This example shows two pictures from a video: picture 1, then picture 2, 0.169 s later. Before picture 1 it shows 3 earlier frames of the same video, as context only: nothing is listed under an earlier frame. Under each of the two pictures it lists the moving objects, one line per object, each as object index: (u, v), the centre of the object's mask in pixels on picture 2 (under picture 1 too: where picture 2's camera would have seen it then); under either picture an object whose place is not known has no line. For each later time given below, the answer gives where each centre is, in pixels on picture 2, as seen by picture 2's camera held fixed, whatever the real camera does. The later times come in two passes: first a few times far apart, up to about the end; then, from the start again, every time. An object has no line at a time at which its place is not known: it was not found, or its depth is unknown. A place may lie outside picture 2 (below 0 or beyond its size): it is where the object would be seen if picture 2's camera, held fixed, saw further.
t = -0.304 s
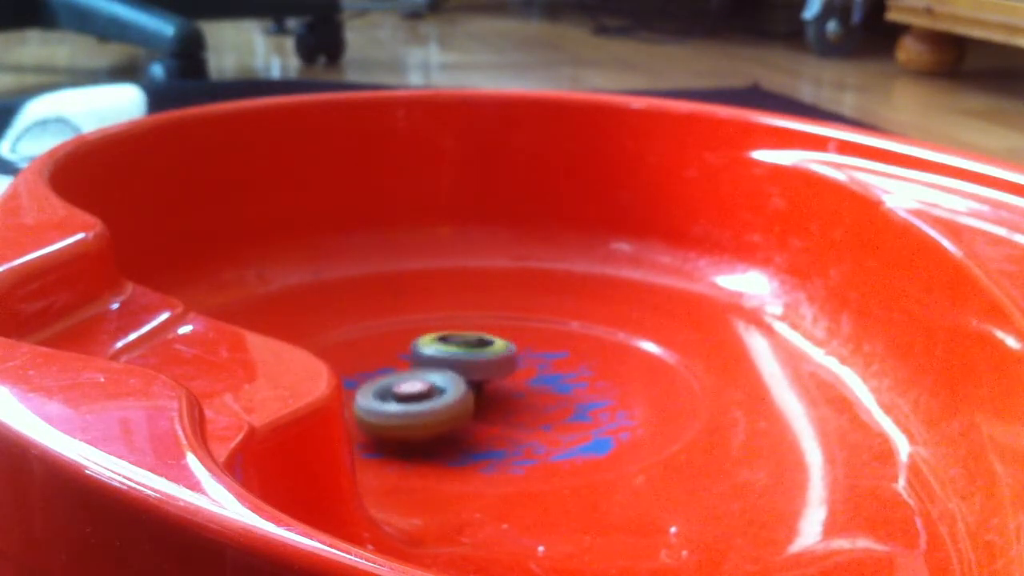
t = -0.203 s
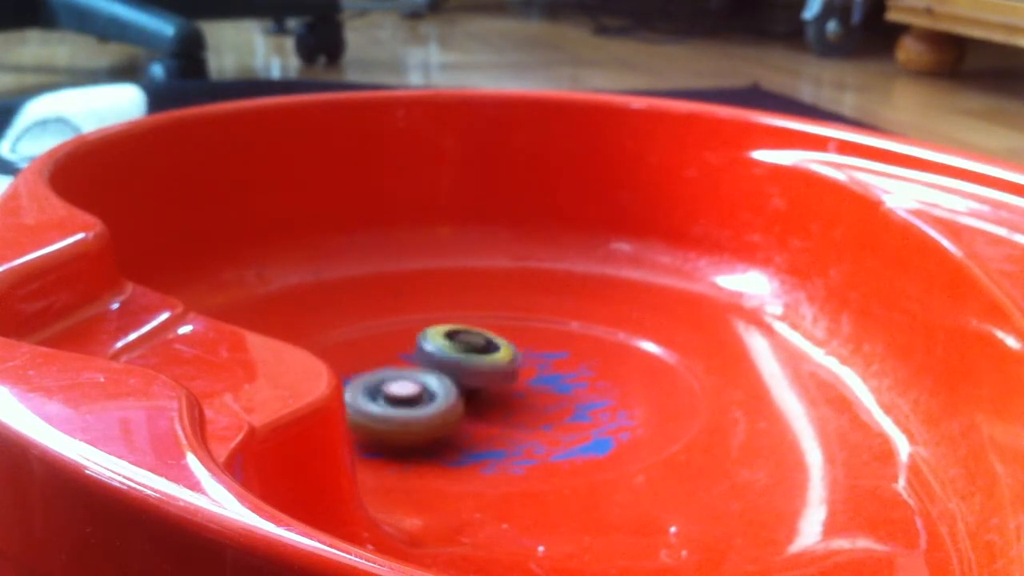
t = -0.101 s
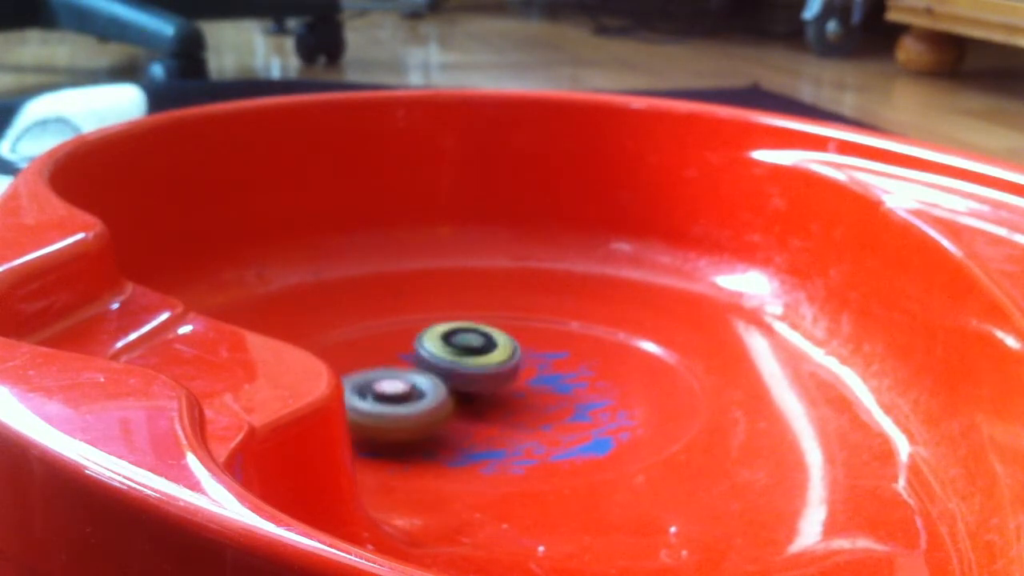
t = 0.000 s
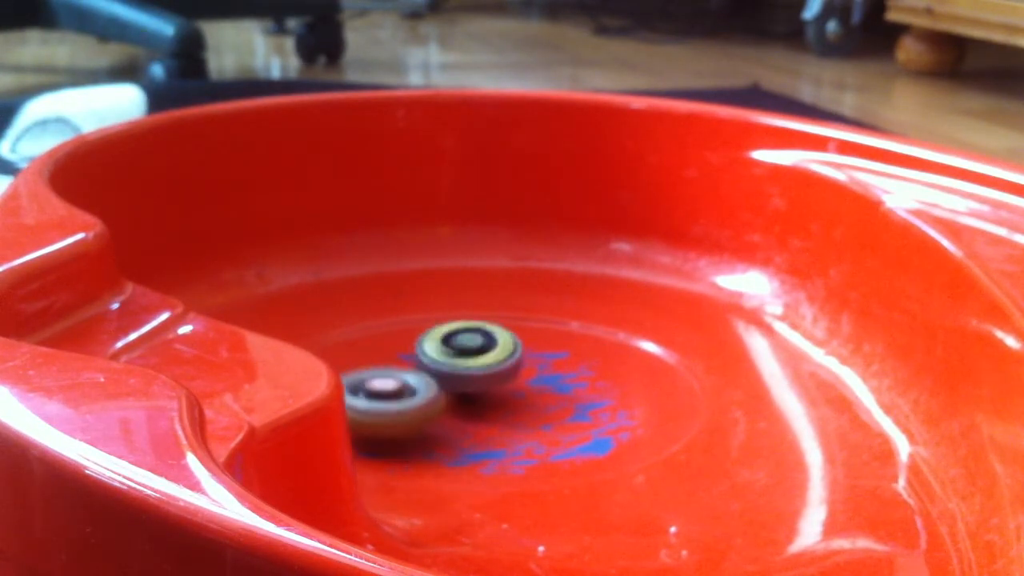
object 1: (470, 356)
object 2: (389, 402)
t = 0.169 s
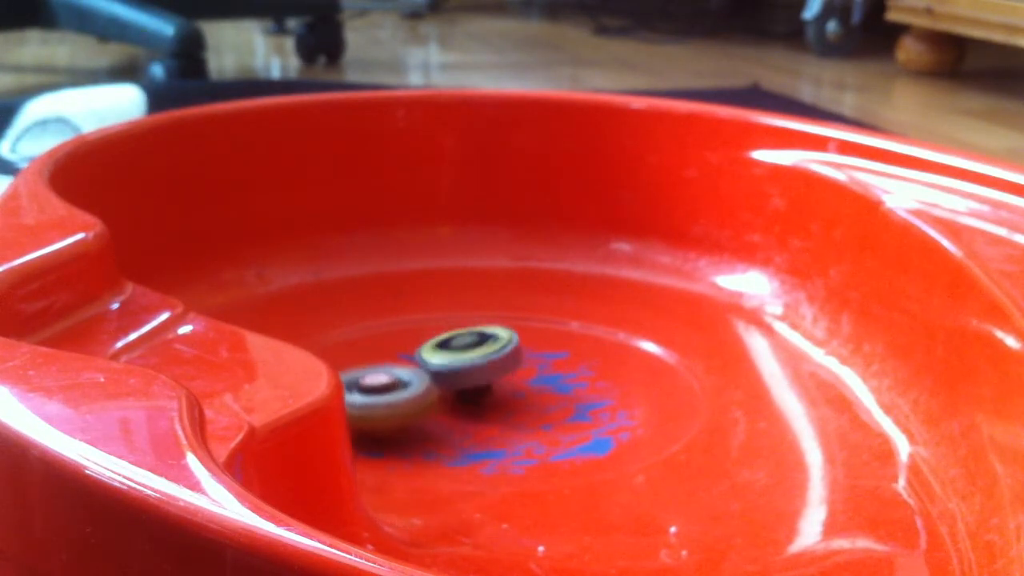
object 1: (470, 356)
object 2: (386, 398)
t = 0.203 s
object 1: (471, 357)
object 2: (386, 396)
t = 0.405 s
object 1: (473, 359)
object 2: (377, 388)
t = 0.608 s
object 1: (489, 358)
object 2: (357, 384)
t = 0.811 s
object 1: (490, 359)
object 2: (359, 384)
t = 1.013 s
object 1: (484, 363)
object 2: (370, 377)
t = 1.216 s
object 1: (487, 358)
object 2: (379, 366)
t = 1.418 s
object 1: (507, 361)
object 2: (369, 358)
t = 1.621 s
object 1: (504, 366)
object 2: (364, 353)
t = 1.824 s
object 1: (480, 367)
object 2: (372, 356)
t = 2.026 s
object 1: (474, 366)
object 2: (373, 349)
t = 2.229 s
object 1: (474, 367)
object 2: (384, 344)
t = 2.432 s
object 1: (477, 365)
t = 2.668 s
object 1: (479, 367)
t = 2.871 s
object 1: (481, 367)
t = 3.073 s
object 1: (483, 365)
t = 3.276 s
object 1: (471, 364)
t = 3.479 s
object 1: (472, 367)
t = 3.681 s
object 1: (465, 371)
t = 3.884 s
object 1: (464, 367)
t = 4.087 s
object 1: (473, 366)
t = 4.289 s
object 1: (492, 370)
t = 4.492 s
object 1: (488, 376)
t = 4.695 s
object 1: (472, 376)
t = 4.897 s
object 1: (467, 365)
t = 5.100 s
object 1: (458, 360)
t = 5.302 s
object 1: (462, 362)
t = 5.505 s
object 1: (456, 363)
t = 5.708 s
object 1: (459, 362)
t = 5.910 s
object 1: (464, 364)
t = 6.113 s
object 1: (458, 365)
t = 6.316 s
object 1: (455, 361)
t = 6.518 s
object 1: (471, 361)
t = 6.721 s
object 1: (465, 362)
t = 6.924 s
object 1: (463, 361)
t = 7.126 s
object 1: (457, 361)
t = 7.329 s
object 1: (444, 356)
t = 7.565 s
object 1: (444, 363)
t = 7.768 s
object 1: (442, 363)
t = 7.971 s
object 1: (437, 366)
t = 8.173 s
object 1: (441, 363)
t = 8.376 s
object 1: (431, 370)
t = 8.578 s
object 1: (421, 370)
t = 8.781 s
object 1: (425, 362)
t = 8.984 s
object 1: (433, 353)
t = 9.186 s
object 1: (426, 345)
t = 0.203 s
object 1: (471, 357)
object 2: (386, 396)
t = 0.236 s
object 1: (470, 357)
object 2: (385, 393)
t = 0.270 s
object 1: (471, 357)
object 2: (385, 391)
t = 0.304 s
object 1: (470, 357)
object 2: (385, 392)
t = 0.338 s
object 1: (472, 357)
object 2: (383, 390)
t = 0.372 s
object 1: (474, 360)
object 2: (381, 389)
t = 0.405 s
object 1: (473, 359)
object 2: (377, 388)
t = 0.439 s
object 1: (481, 358)
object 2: (369, 389)
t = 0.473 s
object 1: (485, 357)
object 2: (365, 388)
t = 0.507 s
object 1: (487, 357)
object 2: (363, 388)
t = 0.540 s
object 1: (489, 356)
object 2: (360, 387)
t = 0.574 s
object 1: (491, 358)
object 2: (358, 385)
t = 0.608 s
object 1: (489, 358)
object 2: (357, 384)
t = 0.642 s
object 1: (490, 357)
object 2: (357, 386)
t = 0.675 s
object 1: (492, 358)
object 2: (357, 384)
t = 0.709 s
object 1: (491, 359)
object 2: (357, 385)
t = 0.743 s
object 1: (491, 358)
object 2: (357, 385)
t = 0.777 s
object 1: (491, 358)
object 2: (358, 385)
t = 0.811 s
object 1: (490, 359)
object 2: (359, 384)
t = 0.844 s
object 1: (490, 363)
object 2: (360, 384)
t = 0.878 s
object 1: (489, 363)
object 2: (362, 383)
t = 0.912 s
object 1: (487, 363)
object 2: (364, 381)
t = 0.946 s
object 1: (485, 364)
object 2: (365, 379)
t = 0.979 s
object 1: (485, 364)
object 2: (368, 379)
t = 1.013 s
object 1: (484, 363)
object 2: (370, 377)
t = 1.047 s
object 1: (483, 362)
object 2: (371, 375)
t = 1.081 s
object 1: (483, 360)
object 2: (373, 374)
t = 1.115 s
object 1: (482, 359)
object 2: (375, 373)
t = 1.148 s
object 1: (482, 358)
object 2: (377, 371)
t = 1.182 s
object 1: (485, 358)
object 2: (379, 368)
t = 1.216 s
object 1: (487, 358)
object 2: (379, 366)
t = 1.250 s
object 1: (491, 358)
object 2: (378, 365)
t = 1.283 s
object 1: (496, 358)
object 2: (377, 364)
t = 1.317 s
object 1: (499, 359)
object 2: (375, 362)
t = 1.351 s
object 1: (502, 359)
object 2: (373, 360)
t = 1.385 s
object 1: (505, 360)
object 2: (370, 358)
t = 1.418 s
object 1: (507, 361)
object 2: (369, 358)
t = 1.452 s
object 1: (509, 361)
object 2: (368, 357)
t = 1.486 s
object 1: (510, 362)
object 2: (367, 355)
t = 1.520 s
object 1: (509, 364)
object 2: (365, 356)
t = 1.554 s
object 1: (507, 364)
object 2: (364, 354)
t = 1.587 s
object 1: (507, 365)
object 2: (364, 353)
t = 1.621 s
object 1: (504, 366)
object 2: (364, 353)
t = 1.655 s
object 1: (500, 367)
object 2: (364, 353)
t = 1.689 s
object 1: (497, 367)
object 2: (364, 354)
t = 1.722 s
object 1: (494, 368)
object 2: (365, 355)
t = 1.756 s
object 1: (488, 367)
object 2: (367, 355)
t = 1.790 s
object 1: (483, 366)
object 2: (371, 355)
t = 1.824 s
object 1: (480, 367)
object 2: (372, 356)
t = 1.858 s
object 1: (475, 367)
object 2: (373, 358)
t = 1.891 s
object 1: (475, 367)
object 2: (373, 357)
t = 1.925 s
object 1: (476, 367)
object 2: (371, 354)
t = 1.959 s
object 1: (475, 368)
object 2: (371, 351)
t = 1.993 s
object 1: (473, 367)
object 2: (372, 351)
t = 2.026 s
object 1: (474, 366)
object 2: (373, 349)
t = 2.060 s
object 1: (476, 367)
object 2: (375, 348)
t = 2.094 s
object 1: (476, 368)
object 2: (376, 348)
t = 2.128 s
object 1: (476, 367)
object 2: (377, 347)
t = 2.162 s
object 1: (476, 368)
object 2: (379, 346)
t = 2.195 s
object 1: (475, 368)
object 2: (382, 344)
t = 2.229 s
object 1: (474, 367)
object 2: (384, 344)
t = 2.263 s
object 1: (476, 366)
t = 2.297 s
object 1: (477, 366)
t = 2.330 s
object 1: (476, 367)
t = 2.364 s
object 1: (476, 366)
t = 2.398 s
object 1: (478, 365)
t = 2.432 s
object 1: (477, 365)
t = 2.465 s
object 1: (477, 365)
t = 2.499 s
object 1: (480, 365)
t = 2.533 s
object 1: (480, 367)
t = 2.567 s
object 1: (478, 366)
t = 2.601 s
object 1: (478, 366)
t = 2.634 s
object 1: (480, 366)
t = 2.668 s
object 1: (479, 367)
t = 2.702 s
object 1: (479, 367)
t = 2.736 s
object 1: (481, 366)
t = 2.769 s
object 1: (481, 367)
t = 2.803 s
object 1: (479, 367)
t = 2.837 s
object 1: (480, 366)
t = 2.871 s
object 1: (481, 367)
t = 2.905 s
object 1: (481, 367)
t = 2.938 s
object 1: (480, 366)
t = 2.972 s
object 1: (480, 365)
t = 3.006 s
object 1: (480, 365)
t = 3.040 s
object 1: (479, 364)
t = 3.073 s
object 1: (483, 365)
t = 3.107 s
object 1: (482, 366)
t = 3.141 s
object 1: (482, 365)
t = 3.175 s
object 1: (482, 366)
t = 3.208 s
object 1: (478, 369)
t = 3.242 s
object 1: (471, 368)
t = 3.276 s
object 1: (471, 364)
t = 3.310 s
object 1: (472, 363)
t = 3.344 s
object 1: (472, 364)
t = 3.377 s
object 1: (473, 363)
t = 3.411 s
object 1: (476, 365)
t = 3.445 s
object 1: (474, 367)
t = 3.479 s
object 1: (472, 367)
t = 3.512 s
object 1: (473, 366)
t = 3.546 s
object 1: (474, 365)
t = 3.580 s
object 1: (473, 366)
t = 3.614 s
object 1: (474, 366)
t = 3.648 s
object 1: (472, 368)
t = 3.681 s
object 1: (465, 371)
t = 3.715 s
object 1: (461, 370)
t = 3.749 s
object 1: (461, 369)
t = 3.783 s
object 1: (463, 369)
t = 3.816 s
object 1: (462, 368)
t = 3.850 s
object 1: (462, 368)
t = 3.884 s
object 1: (464, 367)
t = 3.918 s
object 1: (463, 368)
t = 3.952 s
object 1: (463, 367)
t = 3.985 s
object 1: (464, 366)
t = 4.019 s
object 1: (470, 367)
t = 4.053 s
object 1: (470, 366)
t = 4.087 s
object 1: (473, 366)
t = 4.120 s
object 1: (477, 367)
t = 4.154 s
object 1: (482, 366)
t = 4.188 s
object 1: (485, 367)
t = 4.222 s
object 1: (487, 367)
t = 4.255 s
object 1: (490, 368)
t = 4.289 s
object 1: (492, 370)
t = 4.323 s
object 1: (492, 371)
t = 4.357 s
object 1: (493, 373)
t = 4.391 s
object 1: (493, 374)
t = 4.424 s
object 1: (492, 376)
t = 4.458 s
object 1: (489, 377)
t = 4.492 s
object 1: (488, 376)
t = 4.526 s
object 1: (486, 378)
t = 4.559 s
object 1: (484, 376)
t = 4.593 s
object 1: (479, 376)
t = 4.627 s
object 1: (476, 375)
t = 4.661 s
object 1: (473, 375)
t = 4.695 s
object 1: (472, 376)
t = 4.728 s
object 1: (470, 373)
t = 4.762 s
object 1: (469, 372)
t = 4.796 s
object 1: (467, 370)
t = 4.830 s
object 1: (466, 368)
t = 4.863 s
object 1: (466, 367)
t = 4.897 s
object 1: (467, 365)
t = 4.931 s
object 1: (467, 364)
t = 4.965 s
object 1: (470, 364)
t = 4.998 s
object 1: (467, 364)
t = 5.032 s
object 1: (460, 363)
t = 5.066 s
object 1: (458, 362)
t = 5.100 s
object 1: (458, 360)
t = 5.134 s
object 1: (458, 360)
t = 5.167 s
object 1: (459, 358)
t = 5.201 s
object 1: (460, 357)
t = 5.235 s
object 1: (461, 358)
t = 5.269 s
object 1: (463, 360)
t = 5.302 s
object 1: (462, 362)
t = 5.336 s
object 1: (460, 363)
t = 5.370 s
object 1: (459, 363)
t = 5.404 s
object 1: (458, 364)
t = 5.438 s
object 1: (456, 365)
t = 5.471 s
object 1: (456, 364)
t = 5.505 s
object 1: (456, 363)
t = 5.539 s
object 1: (458, 362)
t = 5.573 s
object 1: (458, 362)
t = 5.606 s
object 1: (458, 360)
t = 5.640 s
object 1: (456, 359)
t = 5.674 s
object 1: (457, 360)
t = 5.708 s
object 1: (459, 362)
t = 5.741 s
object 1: (459, 364)
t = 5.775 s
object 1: (461, 366)
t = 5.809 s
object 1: (463, 365)
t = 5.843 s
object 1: (463, 366)
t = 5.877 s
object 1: (463, 364)
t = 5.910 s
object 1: (464, 364)
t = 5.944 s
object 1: (464, 364)
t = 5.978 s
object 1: (464, 365)
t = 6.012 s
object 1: (460, 366)
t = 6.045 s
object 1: (459, 365)
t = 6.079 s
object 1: (459, 365)
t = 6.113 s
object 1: (458, 365)
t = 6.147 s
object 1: (460, 365)
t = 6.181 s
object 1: (460, 364)
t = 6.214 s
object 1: (460, 364)
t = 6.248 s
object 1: (459, 364)
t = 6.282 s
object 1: (456, 362)
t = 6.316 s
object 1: (455, 361)
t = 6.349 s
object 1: (454, 361)
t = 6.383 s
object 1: (456, 361)
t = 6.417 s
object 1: (461, 362)
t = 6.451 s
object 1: (468, 361)
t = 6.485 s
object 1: (471, 361)
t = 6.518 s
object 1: (471, 361)
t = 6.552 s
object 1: (470, 362)
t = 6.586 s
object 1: (470, 361)
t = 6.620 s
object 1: (468, 362)
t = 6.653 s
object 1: (467, 362)
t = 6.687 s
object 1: (465, 363)
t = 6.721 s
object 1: (465, 362)
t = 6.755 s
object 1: (463, 362)
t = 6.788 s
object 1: (463, 362)
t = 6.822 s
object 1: (465, 364)
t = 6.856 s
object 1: (464, 362)
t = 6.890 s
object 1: (463, 362)
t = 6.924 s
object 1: (463, 361)
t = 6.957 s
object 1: (462, 361)
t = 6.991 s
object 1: (460, 359)
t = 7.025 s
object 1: (461, 360)
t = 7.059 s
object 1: (461, 360)
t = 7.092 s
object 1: (461, 360)
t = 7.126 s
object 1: (457, 361)
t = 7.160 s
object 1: (450, 359)
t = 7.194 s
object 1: (446, 359)
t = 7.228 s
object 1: (444, 359)
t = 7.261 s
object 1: (443, 359)
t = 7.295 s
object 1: (444, 357)
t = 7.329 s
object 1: (444, 356)
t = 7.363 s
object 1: (446, 356)
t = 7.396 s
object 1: (447, 358)
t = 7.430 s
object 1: (450, 359)
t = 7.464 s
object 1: (450, 361)
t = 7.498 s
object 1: (448, 363)
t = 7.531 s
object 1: (446, 363)
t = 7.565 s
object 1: (444, 363)
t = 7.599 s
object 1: (444, 363)
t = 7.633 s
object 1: (443, 362)
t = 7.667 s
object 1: (443, 363)
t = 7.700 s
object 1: (443, 364)
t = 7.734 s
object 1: (442, 365)
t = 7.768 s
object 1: (442, 363)
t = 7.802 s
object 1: (440, 367)
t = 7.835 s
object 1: (437, 364)
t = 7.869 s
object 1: (437, 365)
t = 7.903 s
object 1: (437, 365)
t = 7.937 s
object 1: (437, 366)
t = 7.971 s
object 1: (437, 366)
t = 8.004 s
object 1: (435, 366)
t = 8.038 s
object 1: (434, 367)
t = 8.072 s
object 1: (434, 369)
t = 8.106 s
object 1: (438, 366)
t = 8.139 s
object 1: (439, 363)
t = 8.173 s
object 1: (441, 363)
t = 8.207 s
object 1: (443, 366)
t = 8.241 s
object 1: (444, 367)
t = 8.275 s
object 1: (441, 368)
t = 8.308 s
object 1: (436, 370)
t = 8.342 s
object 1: (432, 373)
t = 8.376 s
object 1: (431, 370)
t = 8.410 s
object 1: (432, 374)
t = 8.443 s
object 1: (433, 371)
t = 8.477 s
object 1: (433, 369)
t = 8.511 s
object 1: (430, 369)
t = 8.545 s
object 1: (426, 371)
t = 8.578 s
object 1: (421, 370)
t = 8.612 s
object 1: (423, 363)
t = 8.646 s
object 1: (424, 363)
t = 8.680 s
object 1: (423, 364)
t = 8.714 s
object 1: (423, 364)
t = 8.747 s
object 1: (424, 363)
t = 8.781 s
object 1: (425, 362)
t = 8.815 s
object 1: (427, 361)
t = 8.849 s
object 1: (428, 360)
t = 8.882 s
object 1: (430, 359)
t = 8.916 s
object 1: (431, 358)
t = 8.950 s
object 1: (433, 355)
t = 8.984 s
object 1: (433, 353)
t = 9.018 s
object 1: (432, 349)
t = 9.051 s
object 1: (431, 347)
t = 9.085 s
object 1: (431, 345)
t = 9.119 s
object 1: (428, 355)
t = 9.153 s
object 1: (429, 342)
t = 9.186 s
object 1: (426, 345)
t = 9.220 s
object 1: (428, 340)
